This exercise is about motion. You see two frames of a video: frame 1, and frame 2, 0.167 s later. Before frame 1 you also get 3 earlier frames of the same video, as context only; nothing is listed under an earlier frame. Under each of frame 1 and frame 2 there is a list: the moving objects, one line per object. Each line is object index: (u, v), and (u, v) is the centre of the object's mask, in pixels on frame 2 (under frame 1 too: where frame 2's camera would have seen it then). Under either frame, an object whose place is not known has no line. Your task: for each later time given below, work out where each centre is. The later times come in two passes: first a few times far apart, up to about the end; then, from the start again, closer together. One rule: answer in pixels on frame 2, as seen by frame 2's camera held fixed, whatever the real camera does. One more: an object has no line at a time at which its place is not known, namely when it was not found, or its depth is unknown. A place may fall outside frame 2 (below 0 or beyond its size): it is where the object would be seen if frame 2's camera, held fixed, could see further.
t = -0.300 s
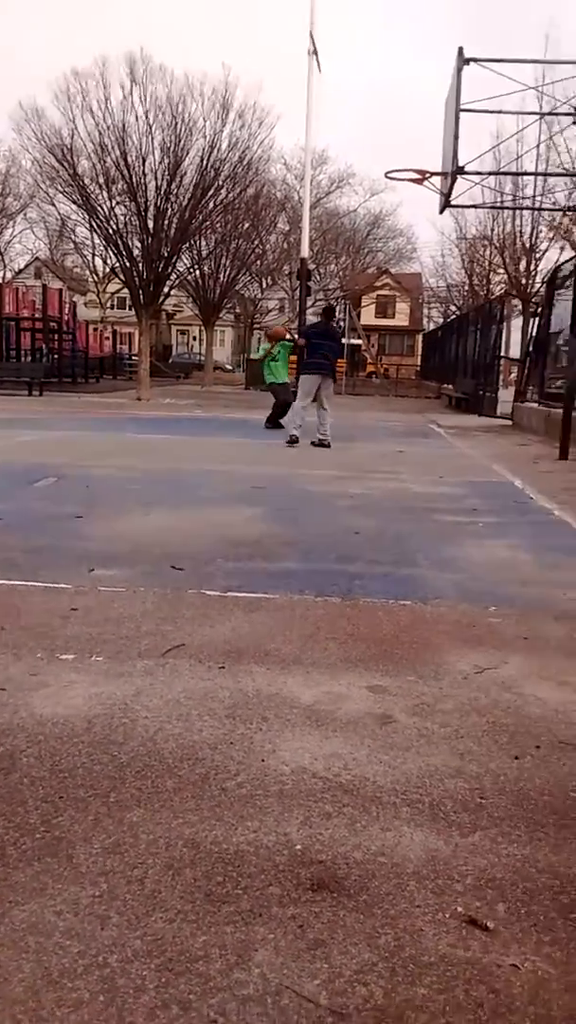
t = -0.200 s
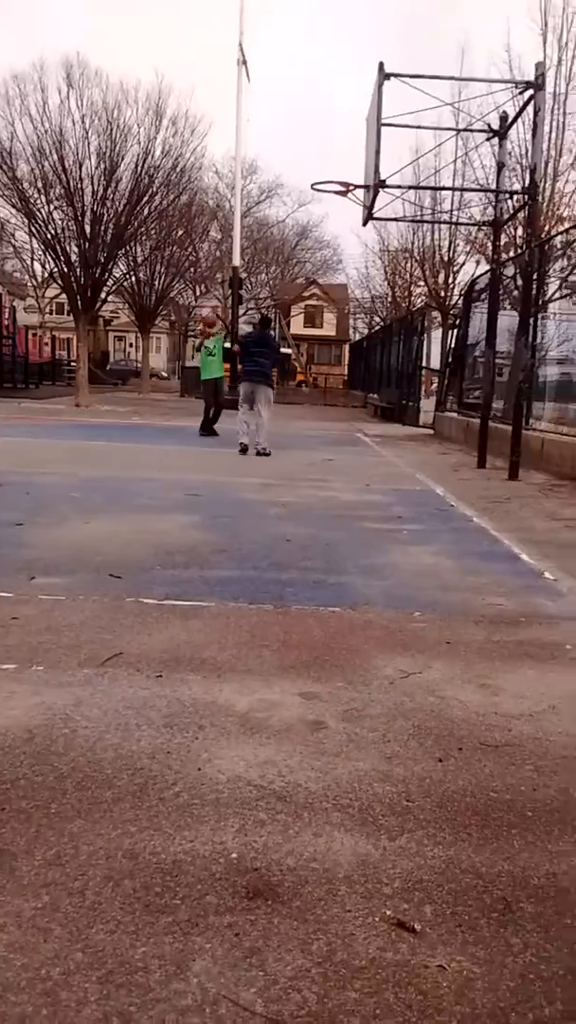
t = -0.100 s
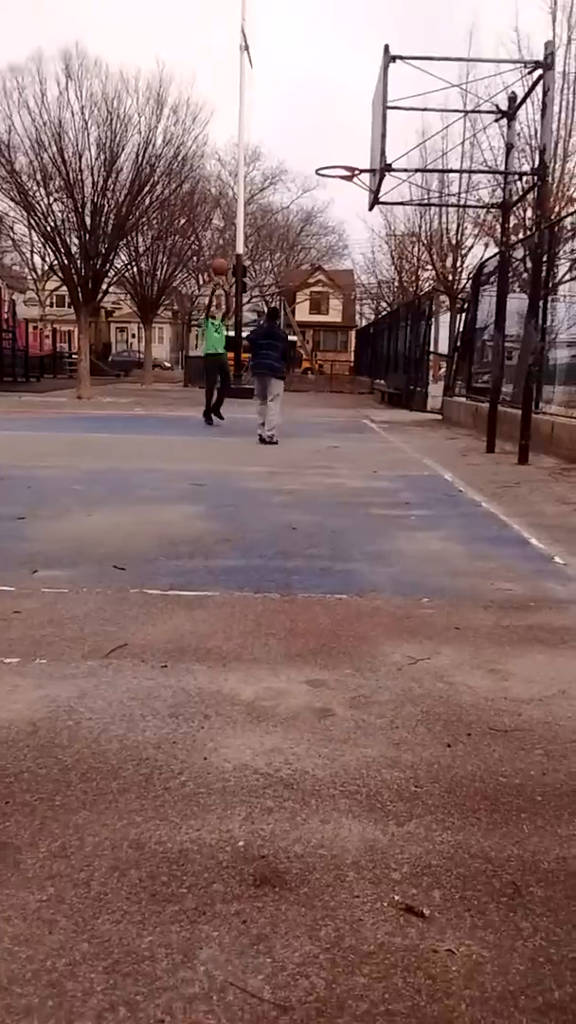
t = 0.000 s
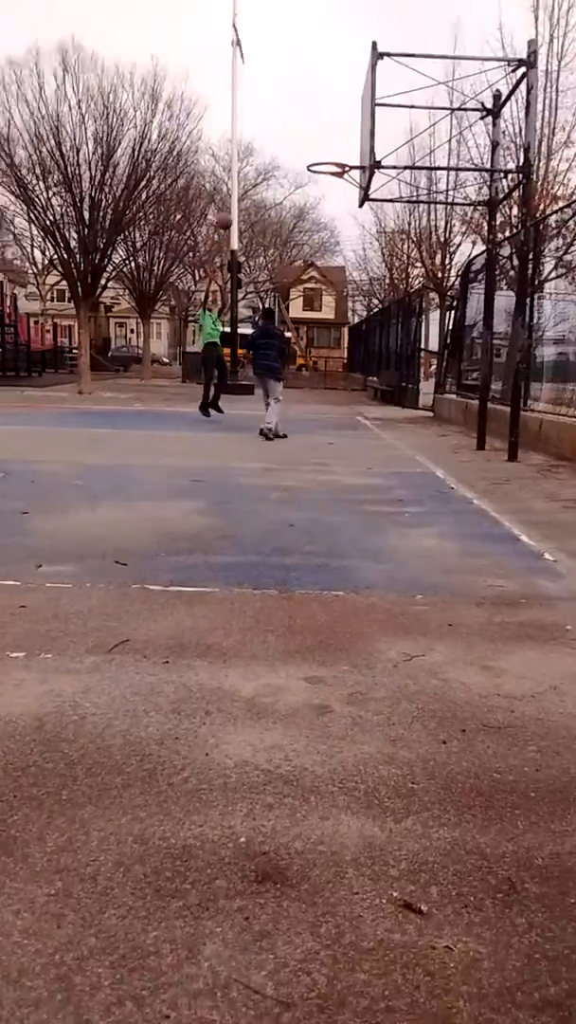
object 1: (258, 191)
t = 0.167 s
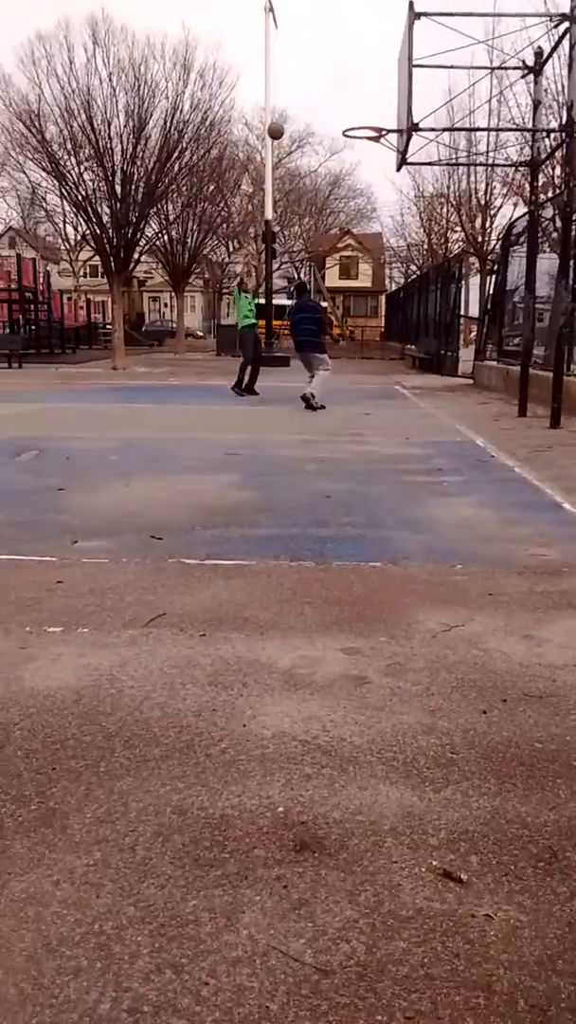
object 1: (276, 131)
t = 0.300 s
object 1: (291, 92)
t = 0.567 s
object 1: (326, 56)
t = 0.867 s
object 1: (375, 83)
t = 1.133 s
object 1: (378, 171)
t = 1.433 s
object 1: (348, 357)
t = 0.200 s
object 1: (280, 120)
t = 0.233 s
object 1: (284, 111)
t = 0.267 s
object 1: (287, 101)
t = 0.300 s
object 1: (291, 92)
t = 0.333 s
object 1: (295, 85)
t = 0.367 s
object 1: (299, 79)
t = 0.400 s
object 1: (304, 74)
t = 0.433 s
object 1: (308, 68)
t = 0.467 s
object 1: (311, 63)
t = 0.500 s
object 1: (315, 59)
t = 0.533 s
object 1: (320, 57)
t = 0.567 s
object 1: (326, 56)
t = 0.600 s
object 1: (332, 55)
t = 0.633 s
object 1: (337, 54)
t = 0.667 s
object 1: (342, 54)
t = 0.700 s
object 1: (346, 57)
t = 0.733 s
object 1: (352, 60)
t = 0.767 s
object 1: (359, 64)
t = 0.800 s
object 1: (364, 69)
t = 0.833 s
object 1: (370, 75)
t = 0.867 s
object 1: (375, 83)
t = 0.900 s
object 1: (380, 91)
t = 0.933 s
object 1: (386, 101)
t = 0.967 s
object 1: (392, 113)
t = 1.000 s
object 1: (391, 122)
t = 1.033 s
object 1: (388, 133)
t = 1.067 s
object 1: (384, 145)
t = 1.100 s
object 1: (380, 157)
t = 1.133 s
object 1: (378, 171)
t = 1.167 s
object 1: (374, 187)
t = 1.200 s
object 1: (371, 204)
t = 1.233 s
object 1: (367, 222)
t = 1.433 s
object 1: (348, 357)
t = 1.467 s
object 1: (344, 385)
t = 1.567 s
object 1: (330, 391)
